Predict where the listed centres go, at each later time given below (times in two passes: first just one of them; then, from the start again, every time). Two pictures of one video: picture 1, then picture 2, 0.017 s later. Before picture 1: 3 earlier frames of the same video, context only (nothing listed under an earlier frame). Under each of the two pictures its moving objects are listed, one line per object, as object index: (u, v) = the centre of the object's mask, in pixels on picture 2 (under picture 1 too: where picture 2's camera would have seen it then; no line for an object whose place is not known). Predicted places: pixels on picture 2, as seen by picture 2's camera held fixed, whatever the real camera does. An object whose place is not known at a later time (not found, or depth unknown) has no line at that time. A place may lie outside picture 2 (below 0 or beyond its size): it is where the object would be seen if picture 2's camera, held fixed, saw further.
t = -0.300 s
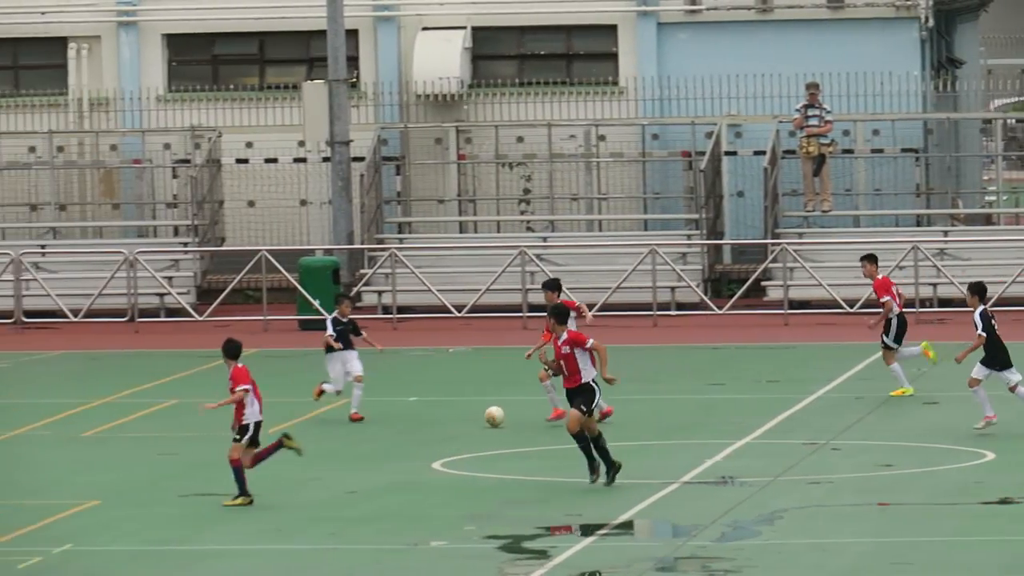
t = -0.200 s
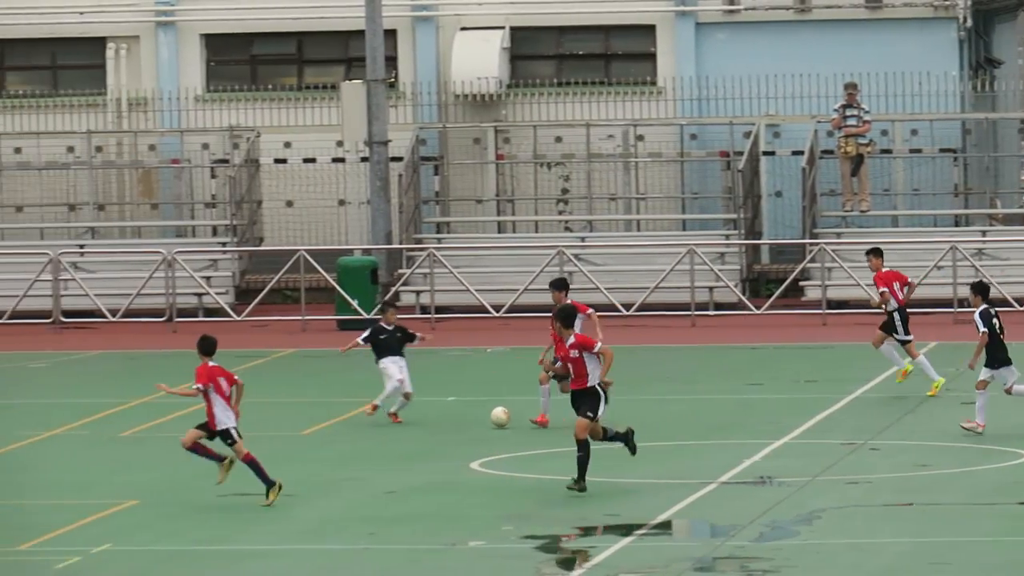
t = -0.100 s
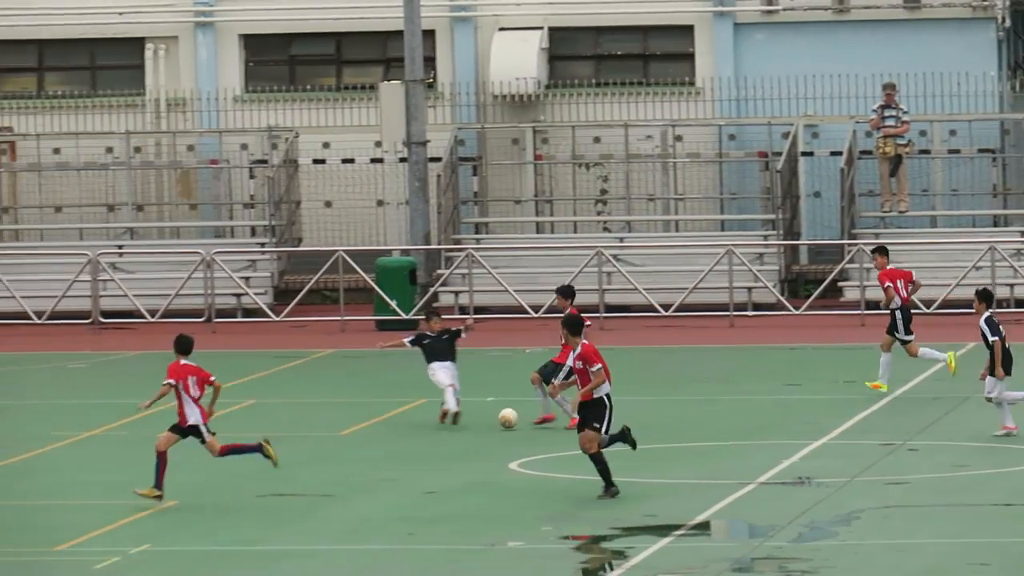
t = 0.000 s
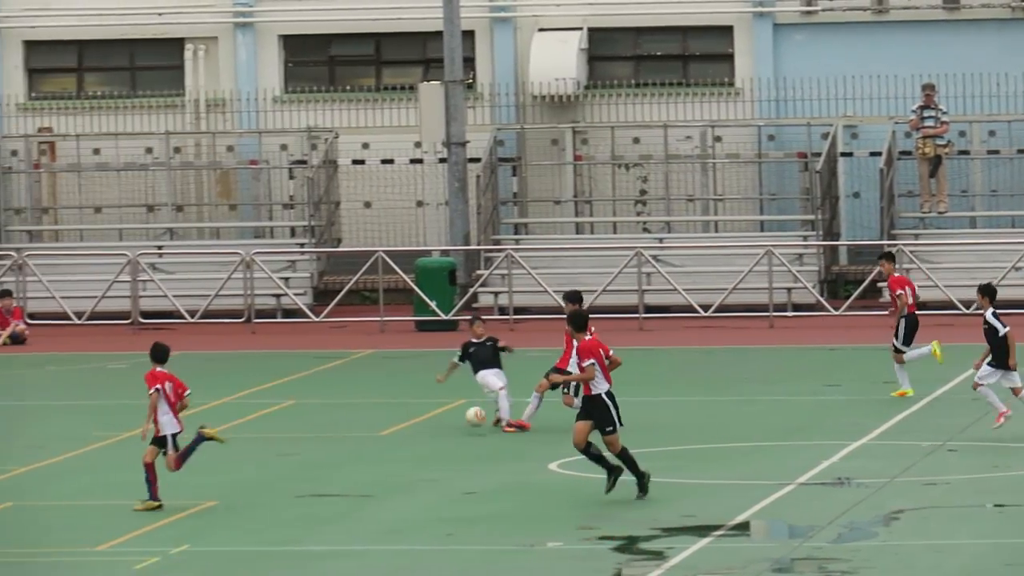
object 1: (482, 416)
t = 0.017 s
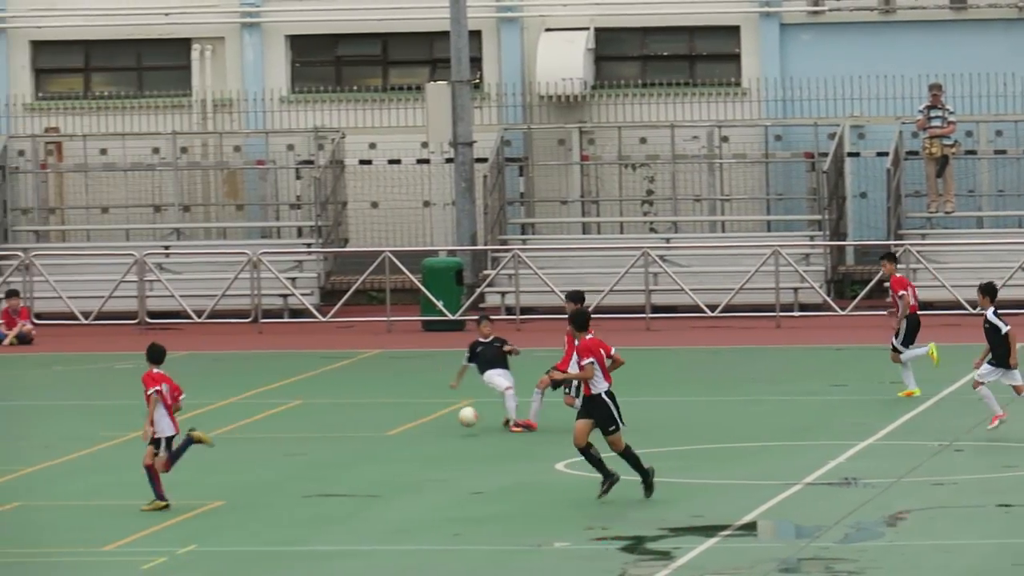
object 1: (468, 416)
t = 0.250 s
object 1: (283, 437)
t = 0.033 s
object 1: (454, 417)
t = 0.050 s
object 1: (441, 418)
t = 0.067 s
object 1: (427, 419)
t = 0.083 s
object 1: (413, 420)
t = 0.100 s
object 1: (399, 422)
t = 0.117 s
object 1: (385, 424)
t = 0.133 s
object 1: (371, 426)
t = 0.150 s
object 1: (357, 429)
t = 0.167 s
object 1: (344, 432)
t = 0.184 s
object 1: (330, 435)
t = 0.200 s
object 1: (317, 438)
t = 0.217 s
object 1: (305, 438)
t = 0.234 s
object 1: (294, 437)
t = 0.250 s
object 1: (283, 437)
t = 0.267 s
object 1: (273, 437)
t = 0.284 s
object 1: (261, 437)
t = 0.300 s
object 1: (250, 438)
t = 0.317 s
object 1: (238, 439)
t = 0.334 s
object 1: (227, 441)
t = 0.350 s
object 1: (216, 442)
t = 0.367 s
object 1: (206, 444)
